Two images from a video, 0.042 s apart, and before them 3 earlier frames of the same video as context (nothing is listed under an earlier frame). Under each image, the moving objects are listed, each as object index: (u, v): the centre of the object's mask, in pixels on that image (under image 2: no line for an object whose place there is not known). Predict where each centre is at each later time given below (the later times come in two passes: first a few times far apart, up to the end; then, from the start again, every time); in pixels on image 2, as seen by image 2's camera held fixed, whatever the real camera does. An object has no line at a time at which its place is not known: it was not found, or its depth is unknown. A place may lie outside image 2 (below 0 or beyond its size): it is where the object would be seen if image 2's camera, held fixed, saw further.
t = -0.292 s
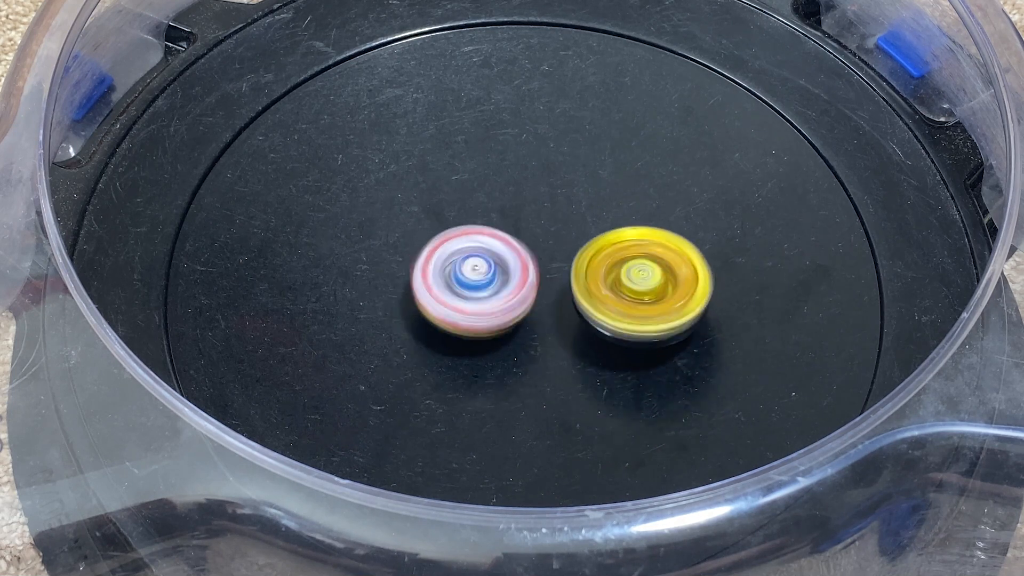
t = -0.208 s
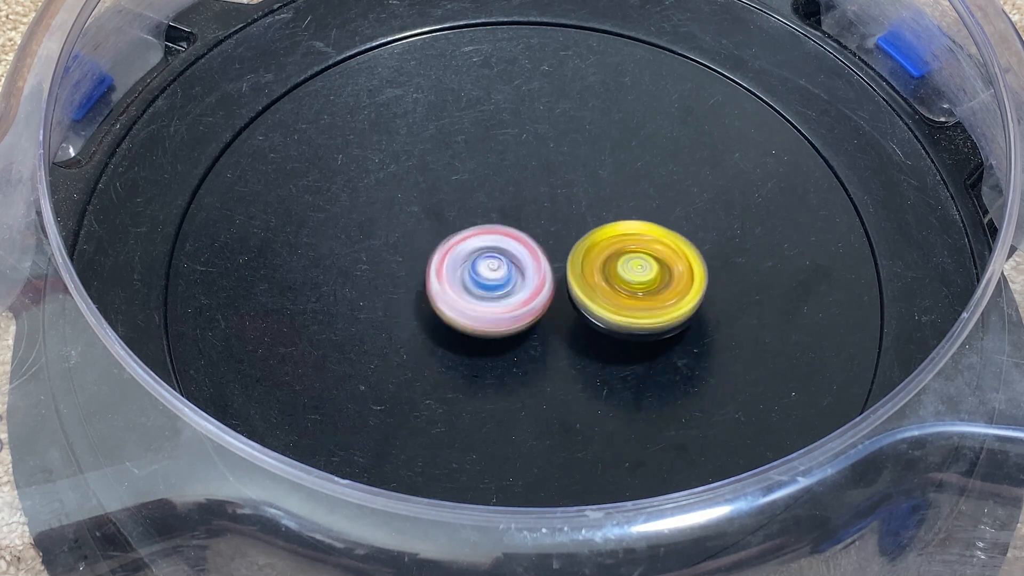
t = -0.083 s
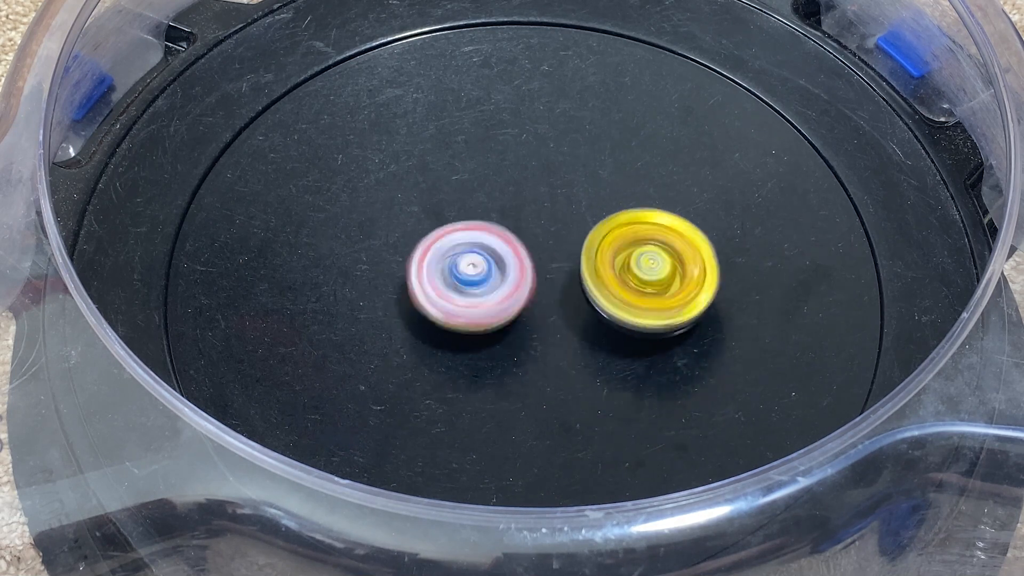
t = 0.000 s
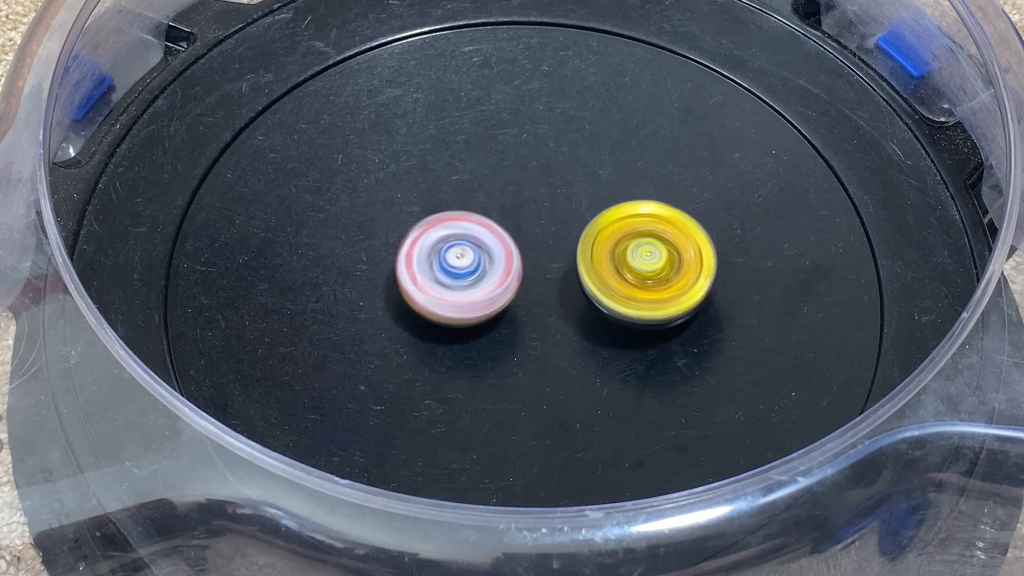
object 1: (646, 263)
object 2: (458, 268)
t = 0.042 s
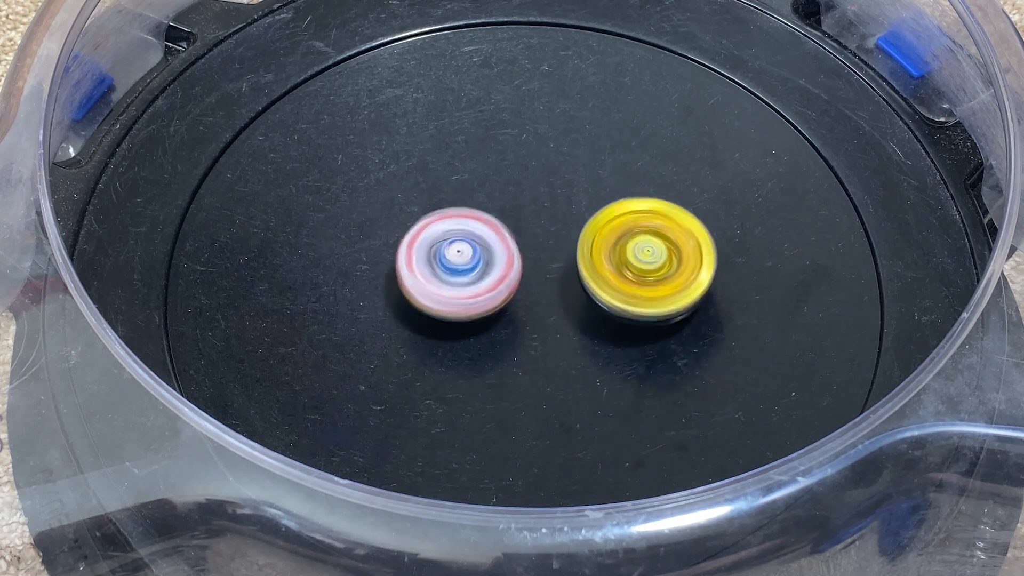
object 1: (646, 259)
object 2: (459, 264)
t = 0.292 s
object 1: (639, 241)
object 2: (490, 262)
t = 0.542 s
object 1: (642, 232)
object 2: (469, 291)
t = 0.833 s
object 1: (616, 224)
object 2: (464, 299)
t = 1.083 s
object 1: (604, 206)
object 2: (508, 311)
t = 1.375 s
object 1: (596, 193)
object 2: (482, 331)
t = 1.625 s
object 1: (593, 194)
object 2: (509, 289)
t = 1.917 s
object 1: (579, 192)
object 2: (467, 317)
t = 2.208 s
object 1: (569, 180)
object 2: (488, 316)
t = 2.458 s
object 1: (552, 181)
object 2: (459, 335)
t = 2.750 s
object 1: (538, 180)
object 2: (519, 308)
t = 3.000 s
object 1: (517, 186)
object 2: (538, 351)
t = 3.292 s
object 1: (494, 191)
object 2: (523, 310)
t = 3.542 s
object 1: (486, 192)
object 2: (564, 347)
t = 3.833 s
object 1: (475, 205)
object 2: (525, 310)
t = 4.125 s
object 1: (451, 195)
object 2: (618, 297)
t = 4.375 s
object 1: (443, 207)
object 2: (607, 296)
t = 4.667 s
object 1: (414, 239)
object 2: (570, 263)
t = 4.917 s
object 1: (411, 255)
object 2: (574, 252)
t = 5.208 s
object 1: (410, 272)
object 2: (550, 266)
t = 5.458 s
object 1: (407, 278)
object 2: (576, 286)
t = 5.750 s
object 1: (411, 288)
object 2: (550, 311)
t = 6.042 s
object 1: (439, 298)
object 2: (589, 311)
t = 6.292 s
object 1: (450, 300)
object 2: (613, 298)
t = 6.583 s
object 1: (446, 312)
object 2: (581, 255)
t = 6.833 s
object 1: (459, 318)
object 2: (574, 224)
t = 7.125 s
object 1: (455, 329)
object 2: (545, 224)
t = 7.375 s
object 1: (479, 318)
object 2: (564, 222)
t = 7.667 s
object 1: (486, 316)
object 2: (567, 228)
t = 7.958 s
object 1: (489, 313)
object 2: (557, 223)
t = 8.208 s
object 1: (490, 318)
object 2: (569, 219)
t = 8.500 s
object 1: (494, 339)
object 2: (559, 245)
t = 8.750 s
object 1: (490, 325)
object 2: (574, 232)
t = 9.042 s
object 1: (513, 326)
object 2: (572, 214)
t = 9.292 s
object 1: (506, 321)
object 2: (577, 223)
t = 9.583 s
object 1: (492, 309)
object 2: (627, 230)
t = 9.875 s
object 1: (499, 332)
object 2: (581, 241)
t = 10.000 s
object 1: (490, 340)
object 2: (543, 240)
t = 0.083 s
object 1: (645, 256)
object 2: (459, 261)
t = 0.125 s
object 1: (645, 252)
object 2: (461, 258)
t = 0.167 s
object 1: (644, 249)
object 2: (466, 256)
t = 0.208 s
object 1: (643, 246)
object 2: (473, 257)
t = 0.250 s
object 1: (641, 243)
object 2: (479, 258)
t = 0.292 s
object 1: (639, 241)
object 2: (490, 262)
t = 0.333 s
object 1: (636, 238)
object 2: (501, 265)
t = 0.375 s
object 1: (644, 236)
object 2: (496, 270)
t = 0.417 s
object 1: (645, 238)
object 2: (488, 276)
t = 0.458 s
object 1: (643, 234)
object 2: (481, 282)
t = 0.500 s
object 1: (644, 233)
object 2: (475, 286)
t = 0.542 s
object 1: (642, 232)
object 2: (469, 291)
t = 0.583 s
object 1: (639, 231)
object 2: (463, 296)
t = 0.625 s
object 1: (636, 231)
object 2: (459, 298)
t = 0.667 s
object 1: (632, 230)
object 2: (456, 300)
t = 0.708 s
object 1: (628, 228)
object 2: (455, 300)
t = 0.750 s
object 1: (624, 227)
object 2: (456, 300)
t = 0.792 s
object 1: (620, 227)
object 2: (459, 300)
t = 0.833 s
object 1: (616, 224)
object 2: (464, 299)
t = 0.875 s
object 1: (612, 224)
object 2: (471, 298)
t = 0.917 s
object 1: (608, 222)
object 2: (479, 297)
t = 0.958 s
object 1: (604, 219)
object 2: (487, 297)
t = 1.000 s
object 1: (601, 216)
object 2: (497, 296)
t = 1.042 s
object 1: (599, 214)
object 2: (508, 298)
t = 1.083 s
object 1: (604, 206)
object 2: (508, 311)
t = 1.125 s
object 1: (603, 205)
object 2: (507, 322)
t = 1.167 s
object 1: (601, 202)
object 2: (502, 331)
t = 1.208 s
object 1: (599, 199)
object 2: (498, 335)
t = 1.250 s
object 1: (598, 197)
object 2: (494, 338)
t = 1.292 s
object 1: (598, 195)
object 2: (489, 336)
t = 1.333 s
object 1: (598, 193)
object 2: (486, 335)
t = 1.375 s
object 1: (596, 193)
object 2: (482, 331)
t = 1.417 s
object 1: (596, 193)
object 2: (482, 325)
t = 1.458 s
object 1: (595, 194)
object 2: (483, 317)
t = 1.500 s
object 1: (593, 195)
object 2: (490, 308)
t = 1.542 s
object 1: (589, 196)
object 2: (499, 298)
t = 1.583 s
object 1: (589, 197)
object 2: (509, 288)
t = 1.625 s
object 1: (593, 194)
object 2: (509, 289)
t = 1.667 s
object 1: (590, 196)
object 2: (514, 289)
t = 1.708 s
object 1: (595, 190)
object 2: (504, 303)
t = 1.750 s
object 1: (593, 193)
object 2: (496, 313)
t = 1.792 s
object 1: (589, 192)
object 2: (487, 318)
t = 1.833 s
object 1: (585, 190)
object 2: (477, 320)
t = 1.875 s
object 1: (584, 191)
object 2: (471, 319)
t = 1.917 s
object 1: (579, 192)
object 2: (467, 317)
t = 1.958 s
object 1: (575, 193)
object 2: (465, 312)
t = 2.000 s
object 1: (572, 192)
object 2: (464, 306)
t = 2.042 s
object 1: (568, 194)
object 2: (467, 300)
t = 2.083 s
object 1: (563, 193)
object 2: (477, 292)
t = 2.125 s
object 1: (560, 193)
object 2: (490, 288)
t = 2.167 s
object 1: (566, 184)
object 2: (491, 303)
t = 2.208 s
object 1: (569, 180)
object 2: (488, 316)
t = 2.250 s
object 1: (567, 182)
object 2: (483, 327)
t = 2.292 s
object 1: (562, 181)
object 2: (476, 334)
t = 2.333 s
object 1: (559, 180)
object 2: (469, 339)
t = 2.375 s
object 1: (557, 179)
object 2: (464, 340)
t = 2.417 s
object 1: (554, 180)
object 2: (460, 339)
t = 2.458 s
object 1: (552, 181)
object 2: (459, 335)
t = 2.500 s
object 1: (549, 180)
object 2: (459, 331)
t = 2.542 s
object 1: (547, 181)
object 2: (465, 325)
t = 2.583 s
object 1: (544, 183)
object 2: (472, 316)
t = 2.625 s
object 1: (541, 185)
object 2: (480, 307)
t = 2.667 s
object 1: (538, 186)
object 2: (495, 300)
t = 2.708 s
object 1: (536, 185)
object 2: (510, 297)
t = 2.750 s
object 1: (538, 180)
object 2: (519, 308)
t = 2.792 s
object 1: (537, 183)
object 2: (529, 318)
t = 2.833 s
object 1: (531, 184)
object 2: (535, 326)
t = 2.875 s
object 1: (526, 183)
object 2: (540, 335)
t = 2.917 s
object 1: (525, 183)
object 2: (542, 343)
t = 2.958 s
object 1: (521, 184)
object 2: (540, 348)
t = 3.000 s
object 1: (517, 186)
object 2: (538, 351)
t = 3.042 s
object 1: (513, 185)
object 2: (534, 354)
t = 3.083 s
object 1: (510, 186)
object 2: (529, 352)
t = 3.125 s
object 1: (506, 187)
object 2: (526, 348)
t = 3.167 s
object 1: (503, 187)
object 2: (523, 342)
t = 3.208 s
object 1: (500, 189)
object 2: (521, 332)
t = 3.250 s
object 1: (497, 189)
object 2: (522, 321)
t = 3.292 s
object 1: (494, 191)
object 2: (523, 310)
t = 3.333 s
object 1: (491, 191)
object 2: (528, 299)
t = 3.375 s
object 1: (488, 184)
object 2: (540, 305)
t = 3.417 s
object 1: (491, 183)
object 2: (551, 316)
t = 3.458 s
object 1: (492, 187)
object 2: (559, 327)
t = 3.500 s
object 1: (490, 191)
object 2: (563, 338)
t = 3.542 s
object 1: (486, 192)
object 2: (564, 347)
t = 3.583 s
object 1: (484, 192)
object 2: (559, 355)
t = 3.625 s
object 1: (485, 194)
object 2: (551, 358)
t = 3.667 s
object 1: (482, 197)
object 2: (540, 357)
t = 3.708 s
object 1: (480, 199)
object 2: (529, 350)
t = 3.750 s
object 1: (478, 201)
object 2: (524, 337)
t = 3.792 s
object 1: (476, 202)
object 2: (522, 324)
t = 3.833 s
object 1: (475, 205)
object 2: (525, 310)
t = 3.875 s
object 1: (465, 195)
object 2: (540, 309)
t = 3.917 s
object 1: (459, 189)
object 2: (559, 308)
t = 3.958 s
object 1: (457, 188)
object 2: (573, 304)
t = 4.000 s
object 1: (456, 189)
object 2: (586, 300)
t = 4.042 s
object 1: (455, 191)
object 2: (600, 297)
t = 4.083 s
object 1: (453, 193)
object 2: (609, 296)
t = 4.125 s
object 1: (451, 195)
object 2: (618, 297)
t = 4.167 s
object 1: (449, 195)
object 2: (623, 297)
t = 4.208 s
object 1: (448, 196)
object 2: (625, 298)
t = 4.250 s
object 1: (447, 199)
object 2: (625, 299)
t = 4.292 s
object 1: (446, 201)
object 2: (623, 300)
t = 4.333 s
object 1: (445, 204)
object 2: (616, 297)
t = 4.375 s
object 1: (443, 207)
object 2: (607, 296)
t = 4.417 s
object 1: (442, 209)
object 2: (595, 295)
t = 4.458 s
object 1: (441, 212)
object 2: (583, 291)
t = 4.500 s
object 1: (441, 217)
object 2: (569, 284)
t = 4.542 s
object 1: (440, 224)
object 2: (559, 277)
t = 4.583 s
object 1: (428, 226)
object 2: (566, 274)
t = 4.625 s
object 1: (419, 232)
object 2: (569, 269)
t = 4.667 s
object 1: (414, 239)
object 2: (570, 263)
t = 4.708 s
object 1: (413, 245)
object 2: (572, 259)
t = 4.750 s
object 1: (414, 248)
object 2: (573, 256)
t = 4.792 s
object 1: (413, 250)
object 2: (574, 253)
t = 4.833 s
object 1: (413, 252)
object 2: (575, 253)
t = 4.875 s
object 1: (411, 254)
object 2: (575, 253)
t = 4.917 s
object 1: (411, 255)
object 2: (574, 252)
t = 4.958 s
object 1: (412, 258)
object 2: (573, 253)
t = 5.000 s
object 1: (412, 260)
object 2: (571, 254)
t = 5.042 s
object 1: (414, 262)
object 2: (564, 256)
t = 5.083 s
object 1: (414, 265)
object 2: (559, 257)
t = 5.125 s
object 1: (414, 268)
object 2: (554, 261)
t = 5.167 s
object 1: (414, 270)
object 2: (548, 264)
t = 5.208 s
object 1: (410, 272)
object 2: (550, 266)
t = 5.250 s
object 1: (412, 275)
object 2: (549, 269)
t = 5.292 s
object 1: (412, 278)
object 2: (545, 270)
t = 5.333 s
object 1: (410, 278)
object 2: (544, 273)
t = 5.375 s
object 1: (406, 277)
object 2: (556, 275)
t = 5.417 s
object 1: (405, 278)
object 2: (567, 280)
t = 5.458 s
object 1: (407, 278)
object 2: (576, 286)
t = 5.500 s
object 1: (411, 281)
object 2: (580, 293)
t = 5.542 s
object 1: (413, 284)
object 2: (579, 302)
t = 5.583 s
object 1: (412, 287)
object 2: (576, 308)
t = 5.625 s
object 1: (412, 288)
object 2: (568, 314)
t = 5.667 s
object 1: (415, 289)
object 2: (558, 316)
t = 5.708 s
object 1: (414, 291)
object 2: (551, 314)
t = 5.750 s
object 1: (411, 288)
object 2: (550, 311)
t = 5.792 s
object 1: (413, 285)
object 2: (554, 308)
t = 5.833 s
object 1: (415, 279)
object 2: (568, 307)
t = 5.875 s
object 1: (425, 281)
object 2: (578, 306)
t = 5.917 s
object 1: (432, 289)
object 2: (583, 307)
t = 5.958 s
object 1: (435, 293)
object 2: (588, 309)
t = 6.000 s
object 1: (435, 297)
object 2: (590, 310)
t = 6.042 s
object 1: (439, 298)
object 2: (589, 311)
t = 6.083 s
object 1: (445, 301)
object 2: (585, 309)
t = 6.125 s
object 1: (444, 302)
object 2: (594, 308)
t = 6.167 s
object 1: (442, 301)
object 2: (606, 304)
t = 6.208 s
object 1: (444, 300)
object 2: (610, 302)
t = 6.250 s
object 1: (446, 300)
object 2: (613, 301)
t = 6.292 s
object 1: (450, 300)
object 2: (613, 298)
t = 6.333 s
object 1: (453, 303)
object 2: (612, 294)
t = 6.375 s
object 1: (454, 306)
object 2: (608, 291)
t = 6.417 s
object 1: (454, 308)
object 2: (600, 286)
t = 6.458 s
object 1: (455, 310)
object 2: (591, 281)
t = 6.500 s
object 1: (456, 311)
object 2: (583, 274)
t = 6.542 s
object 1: (452, 314)
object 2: (581, 267)
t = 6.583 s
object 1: (446, 312)
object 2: (581, 255)
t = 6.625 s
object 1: (446, 306)
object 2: (582, 247)
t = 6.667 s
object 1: (455, 303)
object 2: (581, 241)
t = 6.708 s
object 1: (463, 307)
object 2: (580, 235)
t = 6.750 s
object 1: (466, 312)
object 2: (579, 230)
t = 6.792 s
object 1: (463, 317)
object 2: (577, 226)
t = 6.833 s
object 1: (459, 318)
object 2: (574, 224)
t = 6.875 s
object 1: (456, 317)
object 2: (572, 223)
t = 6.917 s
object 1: (457, 315)
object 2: (567, 223)
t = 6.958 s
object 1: (461, 315)
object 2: (562, 226)
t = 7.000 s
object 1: (464, 316)
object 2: (556, 230)
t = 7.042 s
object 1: (465, 318)
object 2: (548, 233)
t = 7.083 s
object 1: (462, 323)
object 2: (543, 233)
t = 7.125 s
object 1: (455, 329)
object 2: (545, 224)
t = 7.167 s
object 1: (451, 326)
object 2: (549, 217)
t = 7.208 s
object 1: (454, 320)
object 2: (552, 213)
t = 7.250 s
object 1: (461, 318)
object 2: (556, 210)
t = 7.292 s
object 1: (469, 319)
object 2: (559, 212)
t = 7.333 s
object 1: (475, 320)
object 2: (562, 214)
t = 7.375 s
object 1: (479, 318)
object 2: (564, 222)
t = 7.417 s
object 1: (485, 316)
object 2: (563, 230)
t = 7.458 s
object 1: (480, 318)
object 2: (569, 224)
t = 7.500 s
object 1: (476, 317)
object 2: (571, 221)
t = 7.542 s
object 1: (476, 314)
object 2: (573, 221)
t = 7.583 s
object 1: (479, 312)
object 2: (572, 222)
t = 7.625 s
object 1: (484, 313)
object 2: (570, 225)
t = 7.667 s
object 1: (486, 316)
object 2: (567, 228)
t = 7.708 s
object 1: (487, 318)
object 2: (563, 232)
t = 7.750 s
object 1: (479, 325)
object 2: (563, 228)
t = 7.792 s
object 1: (470, 325)
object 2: (565, 226)
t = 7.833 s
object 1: (470, 321)
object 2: (564, 222)
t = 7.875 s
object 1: (474, 319)
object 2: (563, 222)
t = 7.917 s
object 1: (482, 315)
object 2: (560, 223)
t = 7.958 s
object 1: (489, 313)
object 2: (557, 223)
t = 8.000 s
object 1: (491, 318)
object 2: (558, 221)
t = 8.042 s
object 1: (484, 322)
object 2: (564, 211)
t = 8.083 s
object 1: (479, 321)
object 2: (569, 210)
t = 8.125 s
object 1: (479, 318)
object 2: (571, 210)
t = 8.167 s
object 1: (483, 316)
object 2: (572, 213)
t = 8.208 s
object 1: (490, 318)
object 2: (569, 219)
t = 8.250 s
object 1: (493, 323)
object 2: (567, 223)
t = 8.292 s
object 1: (494, 327)
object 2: (563, 229)
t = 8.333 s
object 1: (495, 330)
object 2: (563, 234)
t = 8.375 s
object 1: (492, 339)
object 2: (564, 233)
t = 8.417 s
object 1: (494, 341)
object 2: (564, 237)
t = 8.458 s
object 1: (495, 343)
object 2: (562, 239)
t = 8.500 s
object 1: (494, 339)
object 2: (559, 245)
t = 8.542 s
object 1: (492, 341)
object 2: (562, 244)
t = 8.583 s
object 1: (493, 344)
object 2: (563, 241)
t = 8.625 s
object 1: (496, 338)
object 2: (568, 241)
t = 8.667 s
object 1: (496, 335)
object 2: (568, 238)
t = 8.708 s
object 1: (498, 329)
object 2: (568, 239)
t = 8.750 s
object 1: (490, 325)
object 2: (574, 232)
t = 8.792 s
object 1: (487, 321)
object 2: (574, 230)
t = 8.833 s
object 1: (492, 317)
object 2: (578, 232)
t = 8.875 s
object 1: (503, 317)
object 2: (580, 229)
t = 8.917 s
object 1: (509, 318)
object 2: (577, 223)
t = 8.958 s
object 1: (509, 323)
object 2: (576, 215)
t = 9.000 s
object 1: (509, 325)
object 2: (574, 213)
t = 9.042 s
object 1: (513, 326)
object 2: (572, 214)
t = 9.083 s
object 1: (517, 325)
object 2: (573, 215)
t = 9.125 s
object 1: (516, 325)
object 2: (573, 217)
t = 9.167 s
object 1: (513, 323)
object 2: (572, 220)
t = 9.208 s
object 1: (510, 319)
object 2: (570, 225)
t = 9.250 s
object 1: (508, 322)
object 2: (575, 225)
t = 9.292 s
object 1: (506, 321)
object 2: (577, 223)
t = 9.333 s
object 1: (504, 318)
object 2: (578, 226)
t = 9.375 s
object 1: (500, 314)
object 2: (581, 232)
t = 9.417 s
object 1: (495, 310)
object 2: (587, 237)
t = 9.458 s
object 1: (495, 310)
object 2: (602, 239)
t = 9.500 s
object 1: (492, 308)
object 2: (621, 234)
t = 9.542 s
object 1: (490, 307)
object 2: (628, 231)
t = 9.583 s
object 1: (492, 309)
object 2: (627, 230)
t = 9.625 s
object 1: (496, 310)
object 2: (623, 232)
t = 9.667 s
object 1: (502, 309)
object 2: (616, 237)
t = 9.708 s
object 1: (504, 311)
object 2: (611, 240)
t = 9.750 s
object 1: (504, 315)
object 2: (604, 246)
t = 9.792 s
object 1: (503, 321)
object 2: (598, 244)
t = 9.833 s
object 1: (501, 328)
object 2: (591, 239)
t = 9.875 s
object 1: (499, 332)
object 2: (581, 241)
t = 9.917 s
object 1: (496, 334)
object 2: (569, 246)
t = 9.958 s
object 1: (494, 338)
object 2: (554, 246)
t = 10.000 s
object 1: (490, 340)
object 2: (543, 240)
